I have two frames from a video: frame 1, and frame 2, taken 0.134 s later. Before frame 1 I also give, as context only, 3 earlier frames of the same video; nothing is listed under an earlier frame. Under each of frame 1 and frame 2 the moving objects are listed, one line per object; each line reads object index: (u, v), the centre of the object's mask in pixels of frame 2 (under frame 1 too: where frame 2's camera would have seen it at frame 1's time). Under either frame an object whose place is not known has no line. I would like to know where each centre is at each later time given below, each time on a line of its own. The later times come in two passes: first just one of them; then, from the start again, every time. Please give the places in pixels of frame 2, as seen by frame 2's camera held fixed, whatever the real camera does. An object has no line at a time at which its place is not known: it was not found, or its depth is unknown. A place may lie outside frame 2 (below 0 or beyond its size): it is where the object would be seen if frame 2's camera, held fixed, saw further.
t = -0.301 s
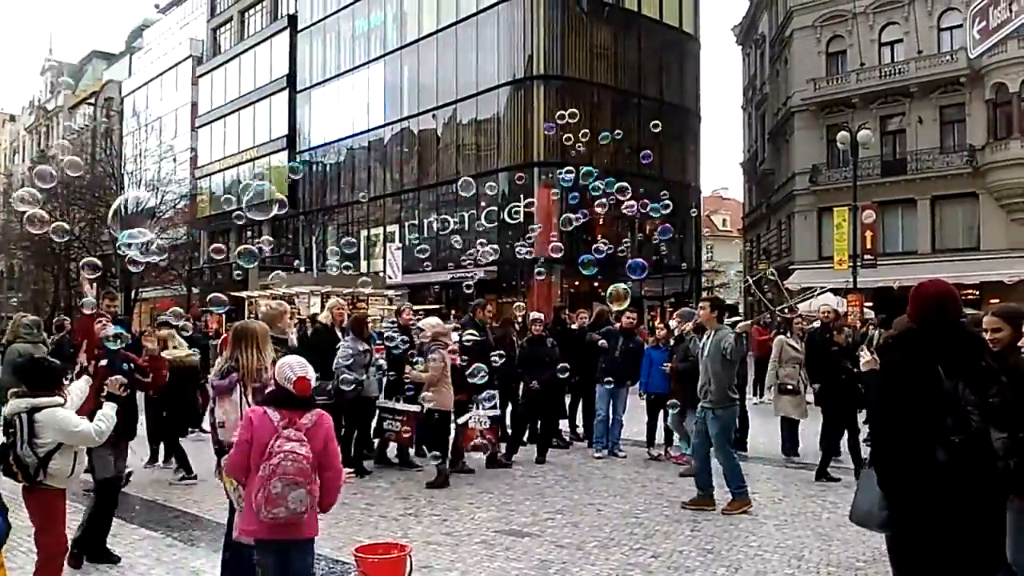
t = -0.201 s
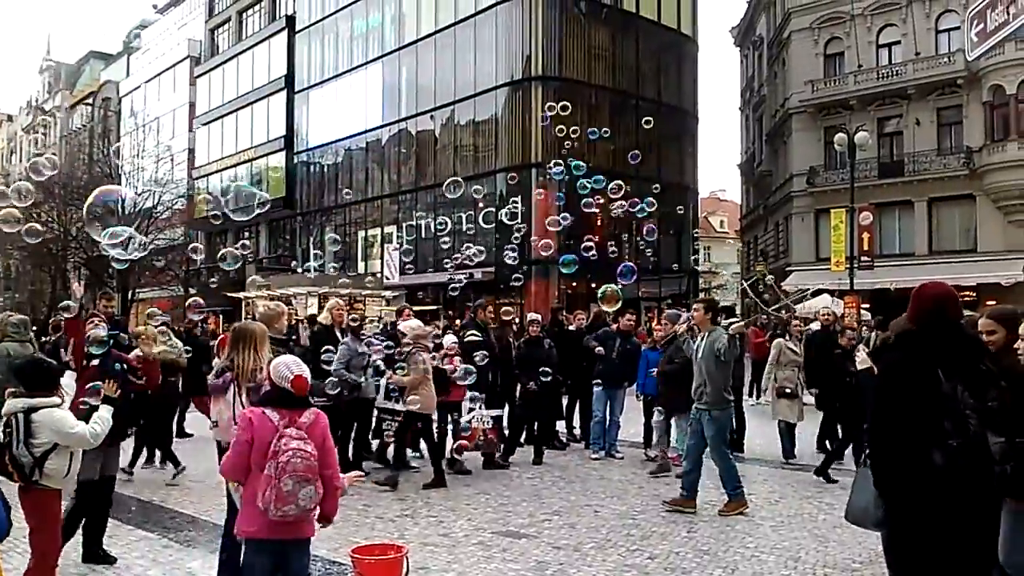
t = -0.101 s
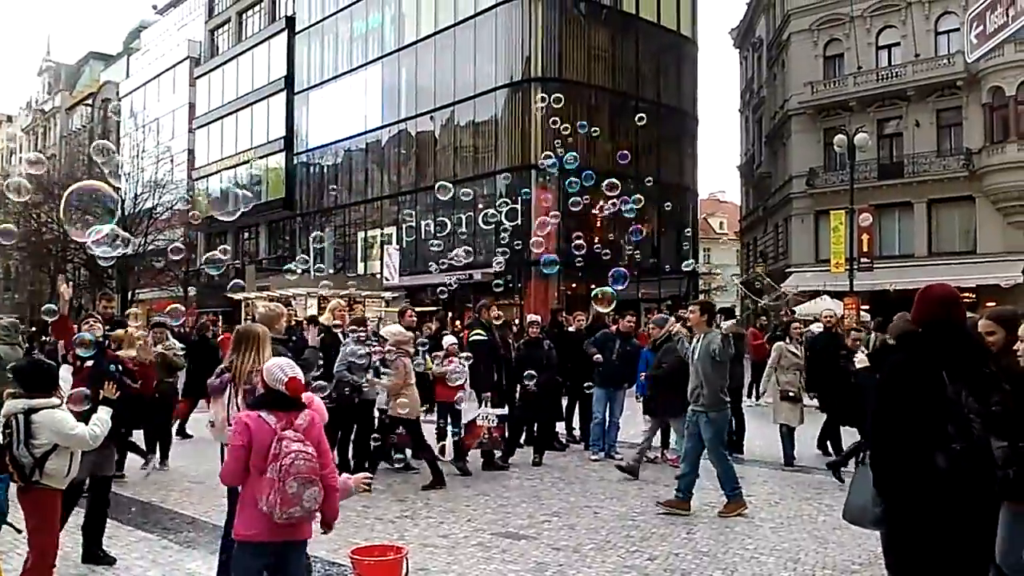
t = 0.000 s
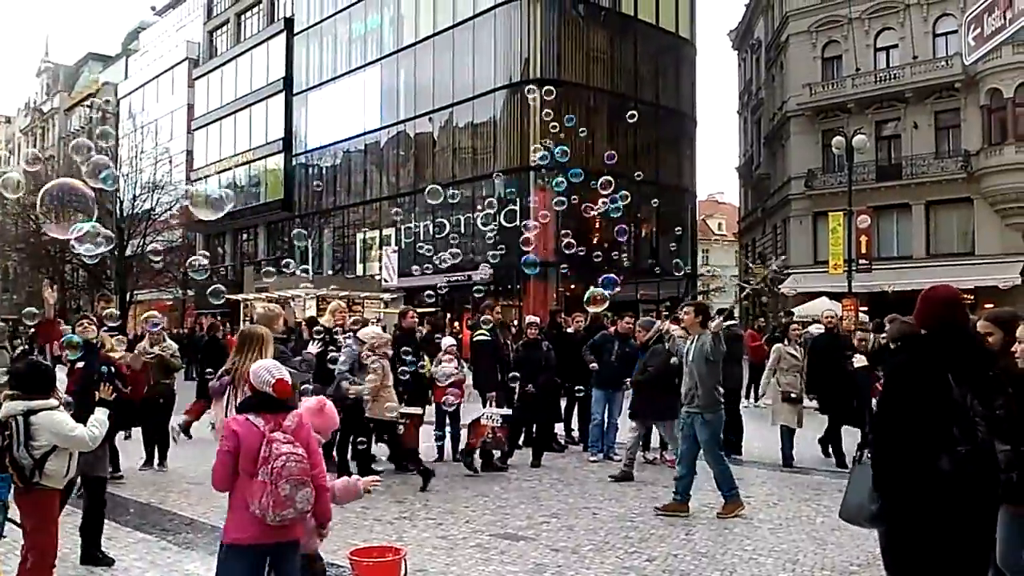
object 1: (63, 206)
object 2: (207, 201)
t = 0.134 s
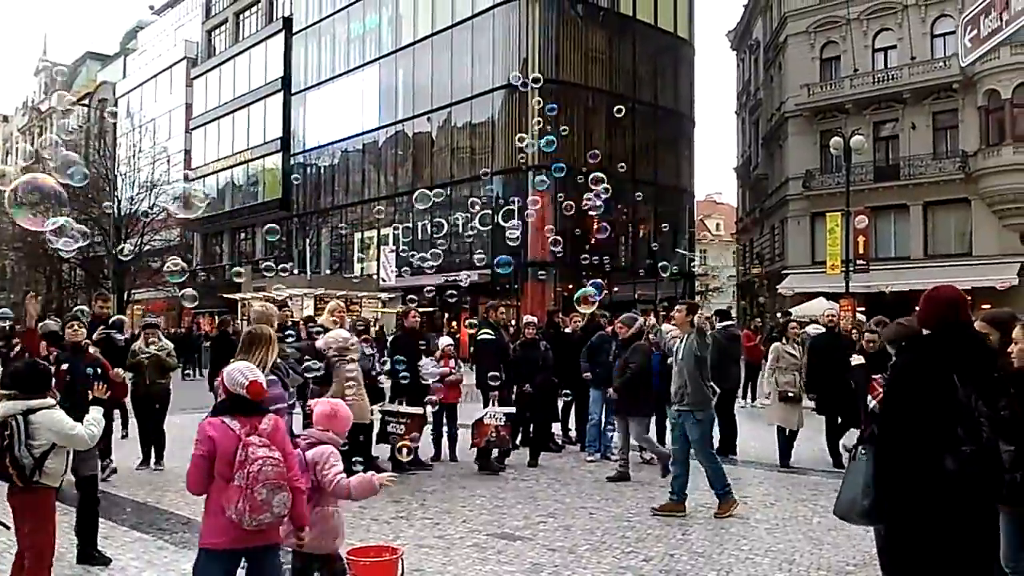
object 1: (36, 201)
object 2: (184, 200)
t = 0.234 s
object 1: (23, 197)
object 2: (170, 201)
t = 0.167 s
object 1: (30, 200)
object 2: (184, 200)
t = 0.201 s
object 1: (26, 198)
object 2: (175, 200)
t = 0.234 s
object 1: (23, 197)
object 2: (170, 201)
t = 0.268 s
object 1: (21, 196)
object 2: (164, 201)
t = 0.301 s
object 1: (20, 195)
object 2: (157, 201)
